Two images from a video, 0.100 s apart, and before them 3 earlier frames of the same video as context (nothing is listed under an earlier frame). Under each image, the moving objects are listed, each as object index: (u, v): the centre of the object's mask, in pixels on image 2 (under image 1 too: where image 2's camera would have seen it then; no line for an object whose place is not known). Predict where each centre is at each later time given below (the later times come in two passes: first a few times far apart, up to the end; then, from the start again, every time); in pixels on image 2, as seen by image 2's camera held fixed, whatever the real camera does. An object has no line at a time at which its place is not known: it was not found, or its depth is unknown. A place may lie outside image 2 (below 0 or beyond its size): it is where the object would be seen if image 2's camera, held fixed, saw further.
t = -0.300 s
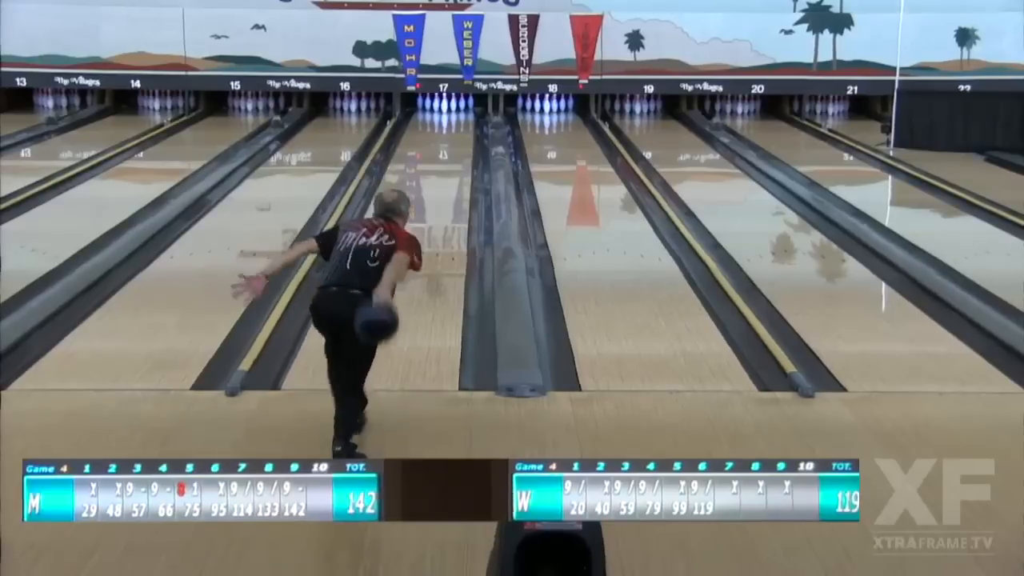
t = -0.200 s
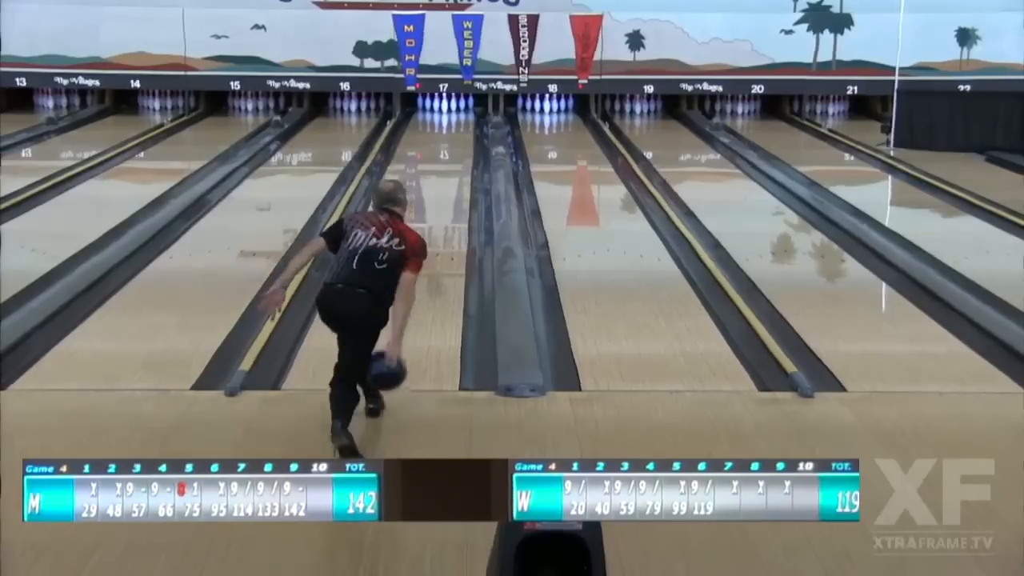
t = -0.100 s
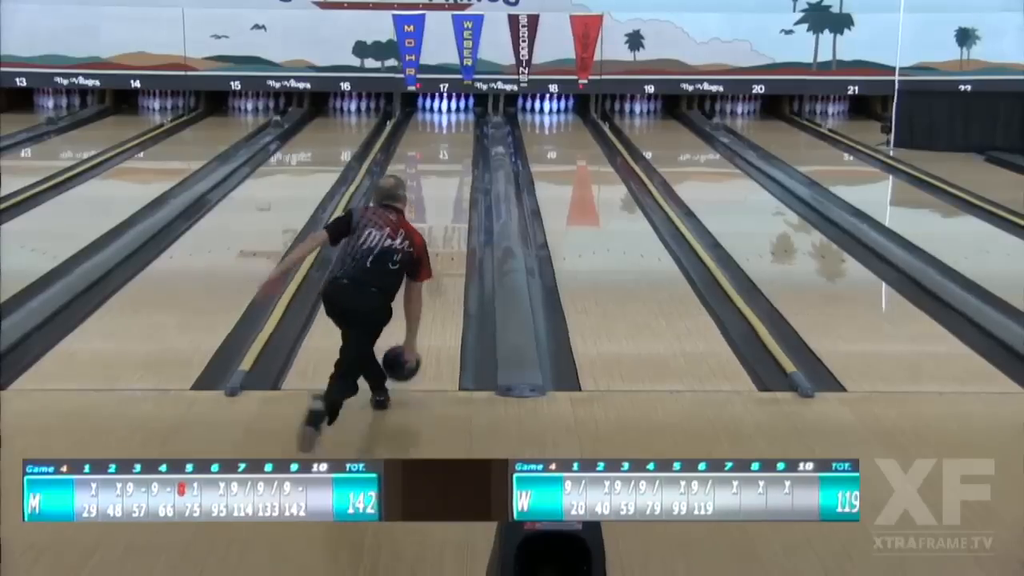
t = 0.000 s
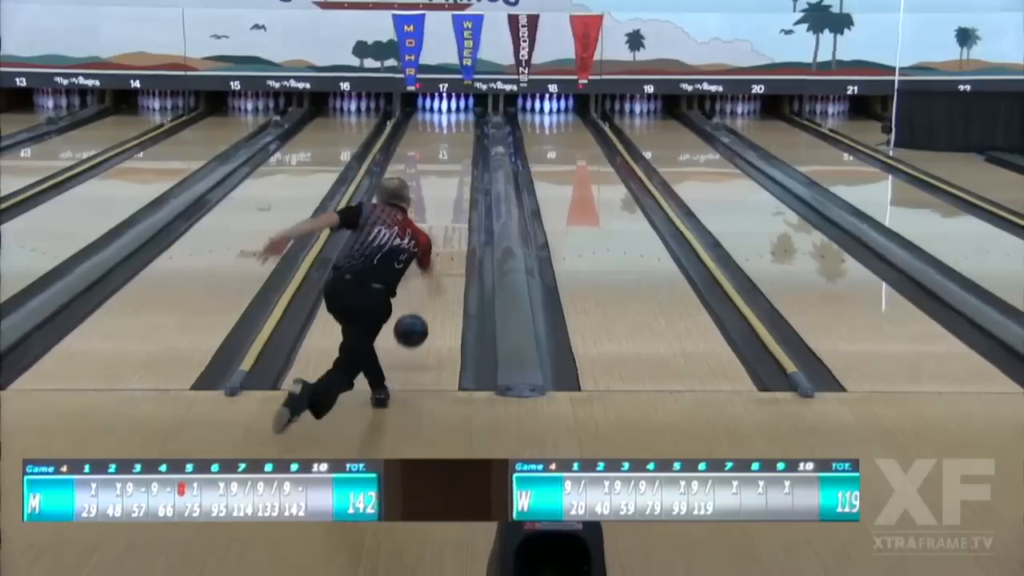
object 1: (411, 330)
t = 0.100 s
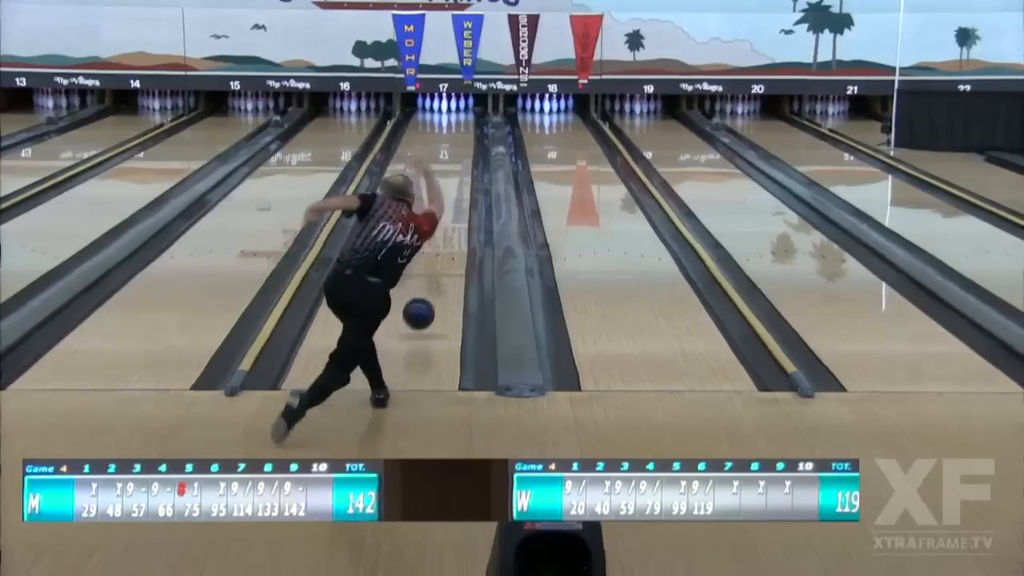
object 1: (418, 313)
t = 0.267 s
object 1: (430, 284)
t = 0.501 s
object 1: (441, 243)
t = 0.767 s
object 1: (450, 207)
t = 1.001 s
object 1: (456, 183)
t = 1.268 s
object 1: (461, 162)
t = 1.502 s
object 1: (464, 146)
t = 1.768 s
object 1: (464, 132)
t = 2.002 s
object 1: (461, 122)
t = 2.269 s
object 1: (454, 113)
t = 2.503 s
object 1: (453, 106)
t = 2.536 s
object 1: (457, 103)
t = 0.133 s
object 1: (421, 311)
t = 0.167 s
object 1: (423, 305)
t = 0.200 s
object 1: (426, 297)
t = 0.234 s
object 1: (428, 291)
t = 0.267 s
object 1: (430, 284)
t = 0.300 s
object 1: (431, 278)
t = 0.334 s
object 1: (433, 271)
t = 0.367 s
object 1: (435, 265)
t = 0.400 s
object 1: (437, 260)
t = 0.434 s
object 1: (438, 254)
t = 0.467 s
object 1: (440, 248)
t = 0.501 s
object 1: (441, 243)
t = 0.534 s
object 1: (444, 238)
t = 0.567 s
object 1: (445, 234)
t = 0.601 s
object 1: (447, 229)
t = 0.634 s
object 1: (448, 224)
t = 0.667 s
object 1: (448, 220)
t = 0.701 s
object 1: (449, 215)
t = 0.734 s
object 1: (450, 211)
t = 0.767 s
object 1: (450, 207)
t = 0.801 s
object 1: (452, 204)
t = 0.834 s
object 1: (452, 200)
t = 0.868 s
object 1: (453, 197)
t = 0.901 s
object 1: (454, 193)
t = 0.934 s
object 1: (455, 190)
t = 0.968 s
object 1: (456, 187)
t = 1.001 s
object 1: (456, 183)
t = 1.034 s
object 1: (457, 181)
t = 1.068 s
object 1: (457, 177)
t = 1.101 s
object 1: (458, 175)
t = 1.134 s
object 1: (460, 172)
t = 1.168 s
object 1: (460, 169)
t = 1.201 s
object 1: (460, 166)
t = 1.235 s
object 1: (461, 164)
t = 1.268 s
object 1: (461, 162)
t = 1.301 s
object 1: (462, 159)
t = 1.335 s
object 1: (462, 157)
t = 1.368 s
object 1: (462, 155)
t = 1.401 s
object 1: (463, 152)
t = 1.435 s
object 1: (463, 150)
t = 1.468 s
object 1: (463, 148)
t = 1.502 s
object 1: (464, 146)
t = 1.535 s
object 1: (464, 144)
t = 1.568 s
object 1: (464, 142)
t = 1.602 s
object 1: (464, 140)
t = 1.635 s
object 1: (464, 138)
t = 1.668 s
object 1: (464, 137)
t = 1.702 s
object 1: (464, 135)
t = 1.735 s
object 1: (464, 133)
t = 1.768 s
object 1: (464, 132)
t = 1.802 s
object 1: (463, 130)
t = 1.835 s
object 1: (462, 128)
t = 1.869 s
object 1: (462, 127)
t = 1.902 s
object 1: (463, 125)
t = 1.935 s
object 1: (461, 124)
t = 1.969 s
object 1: (461, 123)
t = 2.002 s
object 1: (461, 122)
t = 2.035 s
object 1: (460, 120)
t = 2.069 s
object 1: (459, 119)
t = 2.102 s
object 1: (458, 118)
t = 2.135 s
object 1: (458, 117)
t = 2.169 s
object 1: (457, 116)
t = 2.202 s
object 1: (456, 115)
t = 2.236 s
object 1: (456, 114)
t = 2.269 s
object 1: (454, 113)
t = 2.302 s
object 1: (454, 111)
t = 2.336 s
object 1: (453, 110)
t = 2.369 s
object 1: (452, 109)
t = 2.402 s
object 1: (450, 108)
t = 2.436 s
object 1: (452, 107)
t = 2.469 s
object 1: (451, 107)
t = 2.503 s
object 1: (453, 106)
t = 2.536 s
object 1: (457, 103)
